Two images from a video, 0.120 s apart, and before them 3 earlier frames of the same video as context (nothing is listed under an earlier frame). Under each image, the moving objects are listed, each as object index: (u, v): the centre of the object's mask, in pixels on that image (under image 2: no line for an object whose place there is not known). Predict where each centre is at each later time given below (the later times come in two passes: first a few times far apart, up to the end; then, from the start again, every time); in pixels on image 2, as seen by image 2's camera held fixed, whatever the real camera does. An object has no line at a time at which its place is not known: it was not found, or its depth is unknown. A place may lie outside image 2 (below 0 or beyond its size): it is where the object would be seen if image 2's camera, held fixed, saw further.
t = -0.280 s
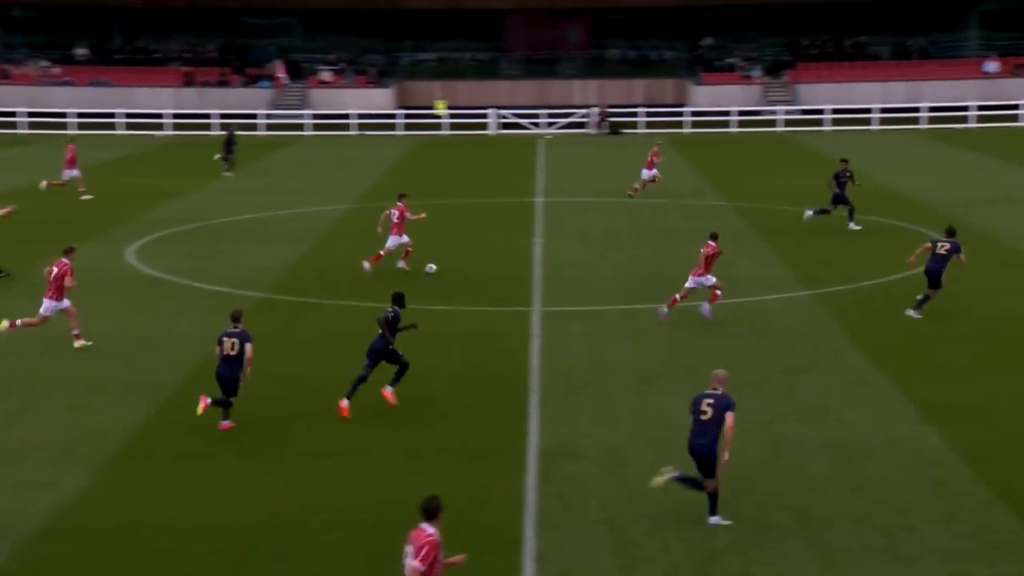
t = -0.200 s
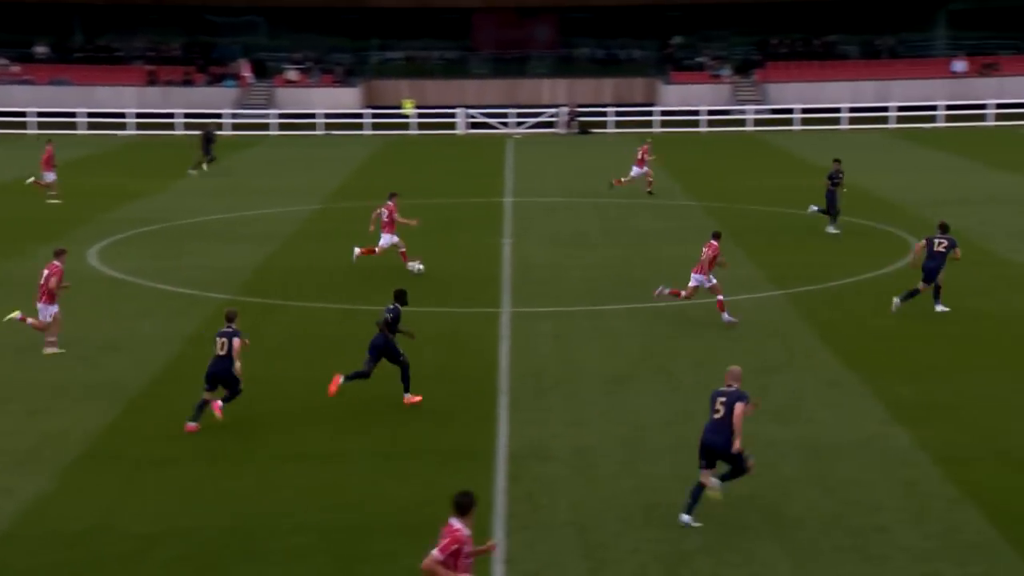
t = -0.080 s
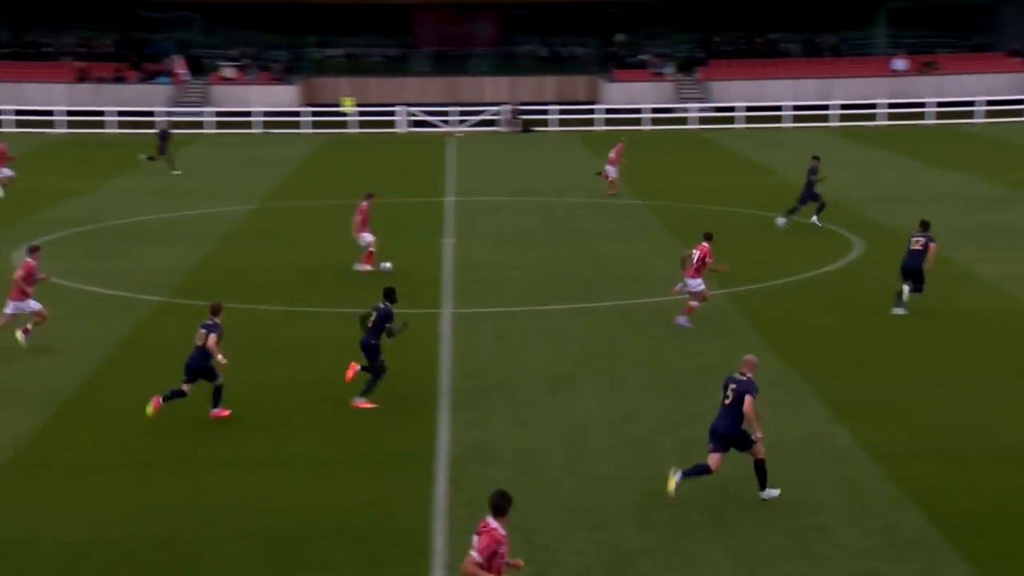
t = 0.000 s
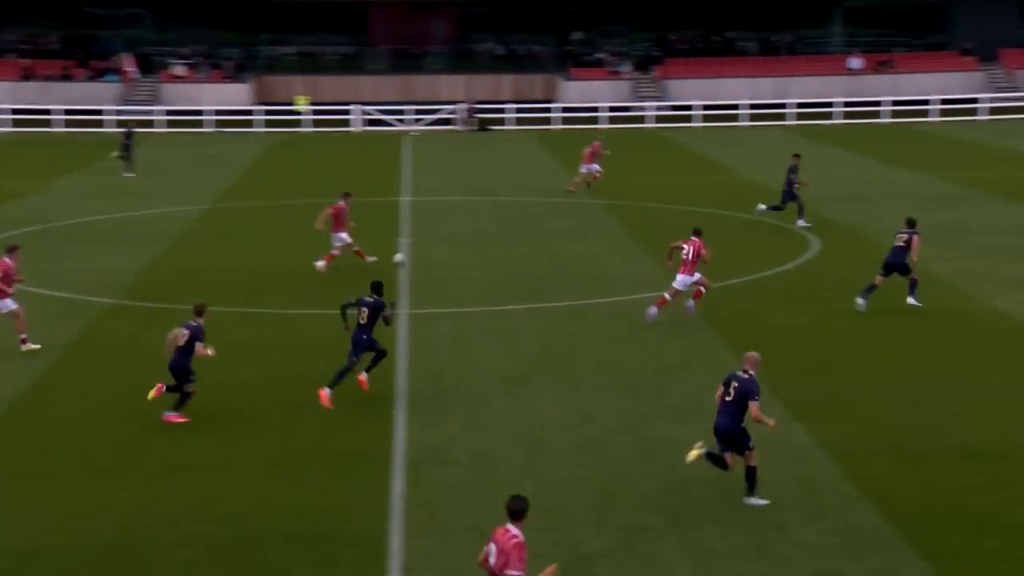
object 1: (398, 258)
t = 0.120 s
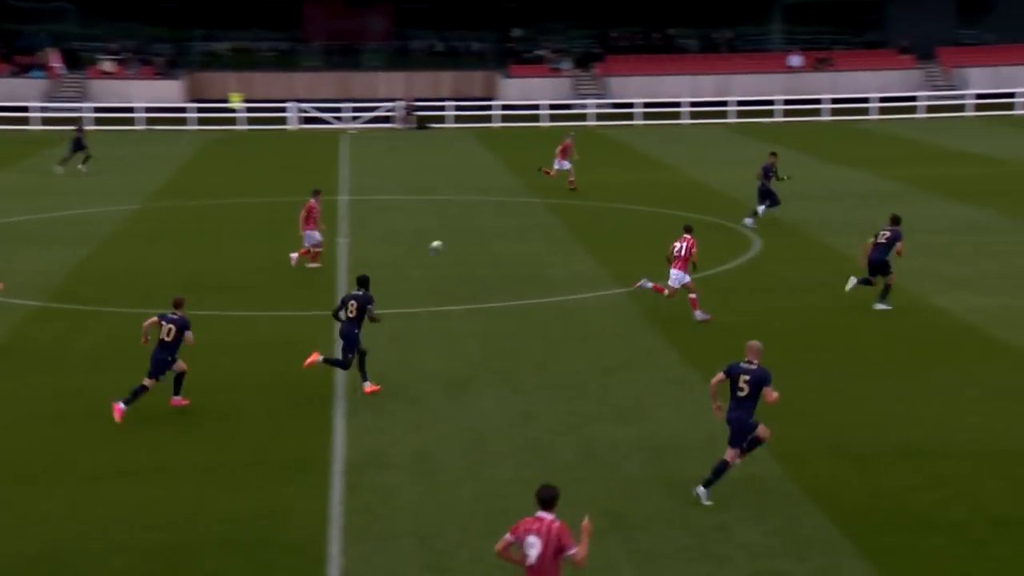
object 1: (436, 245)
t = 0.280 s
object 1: (540, 232)
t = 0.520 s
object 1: (657, 217)
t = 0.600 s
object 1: (688, 213)
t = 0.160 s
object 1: (466, 243)
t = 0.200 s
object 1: (492, 239)
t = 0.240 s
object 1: (516, 235)
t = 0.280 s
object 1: (540, 232)
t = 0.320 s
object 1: (562, 230)
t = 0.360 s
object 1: (583, 228)
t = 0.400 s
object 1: (603, 224)
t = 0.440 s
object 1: (622, 220)
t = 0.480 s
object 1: (640, 218)
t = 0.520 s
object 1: (657, 217)
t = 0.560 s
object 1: (673, 216)
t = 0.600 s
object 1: (688, 213)
